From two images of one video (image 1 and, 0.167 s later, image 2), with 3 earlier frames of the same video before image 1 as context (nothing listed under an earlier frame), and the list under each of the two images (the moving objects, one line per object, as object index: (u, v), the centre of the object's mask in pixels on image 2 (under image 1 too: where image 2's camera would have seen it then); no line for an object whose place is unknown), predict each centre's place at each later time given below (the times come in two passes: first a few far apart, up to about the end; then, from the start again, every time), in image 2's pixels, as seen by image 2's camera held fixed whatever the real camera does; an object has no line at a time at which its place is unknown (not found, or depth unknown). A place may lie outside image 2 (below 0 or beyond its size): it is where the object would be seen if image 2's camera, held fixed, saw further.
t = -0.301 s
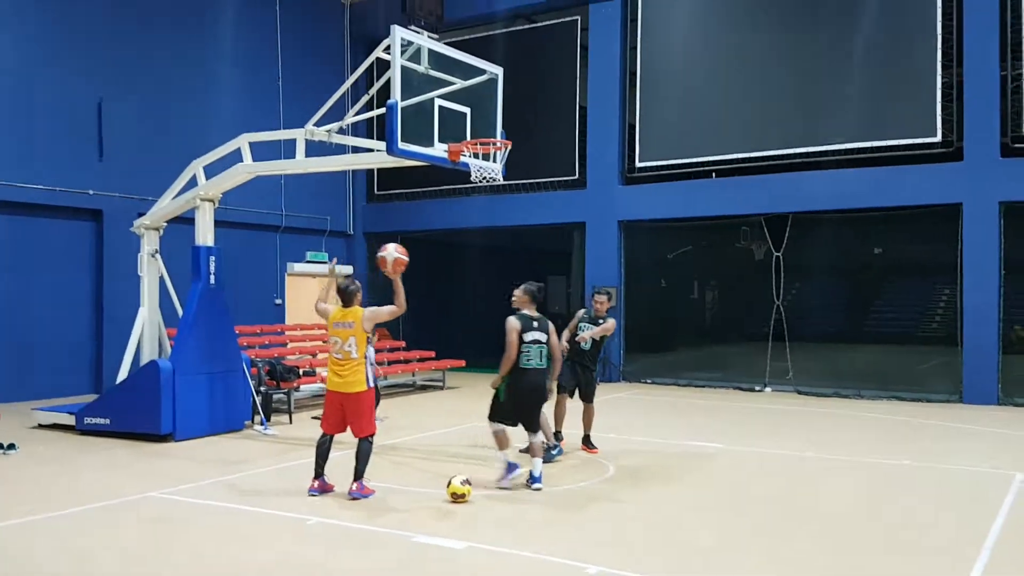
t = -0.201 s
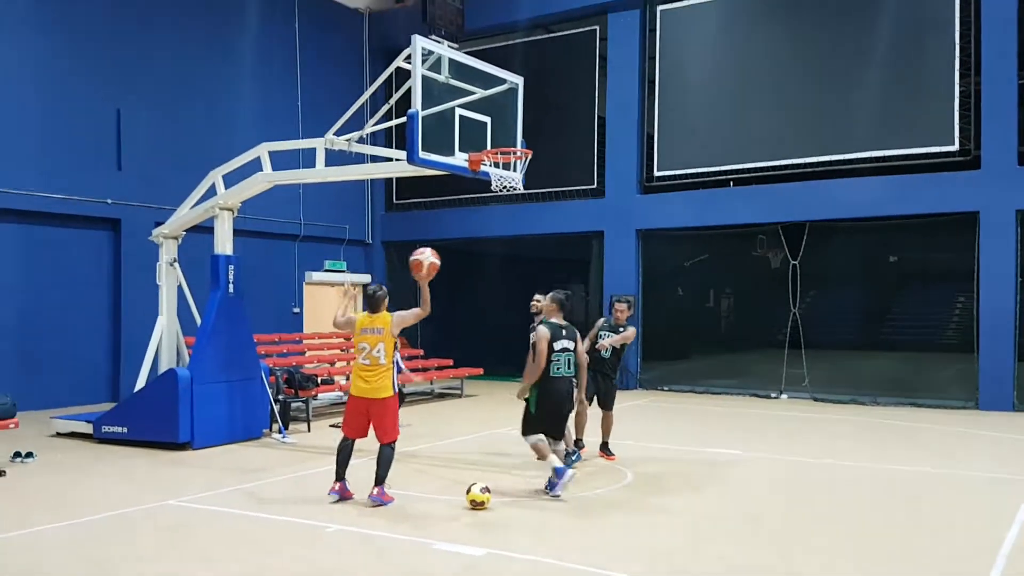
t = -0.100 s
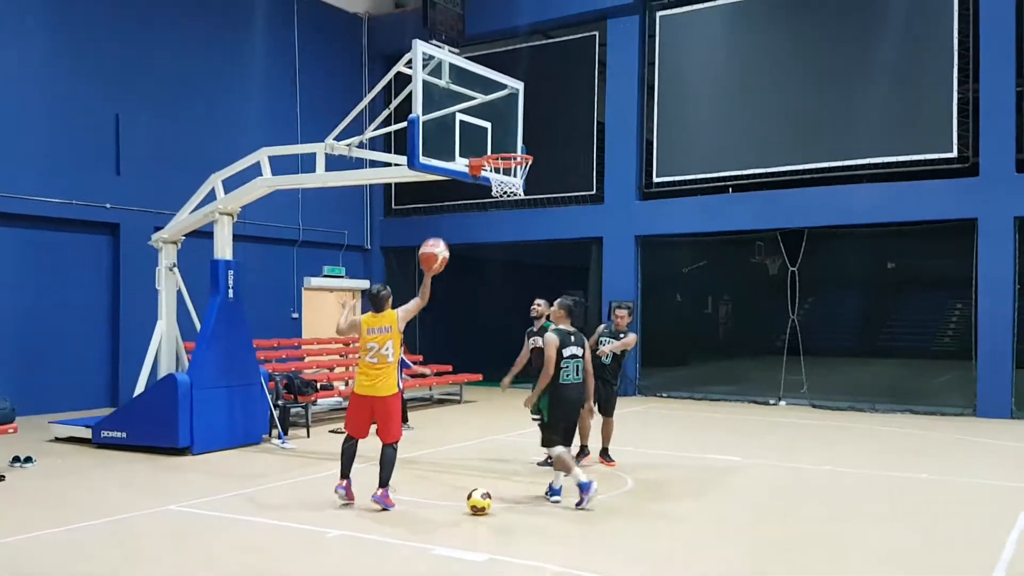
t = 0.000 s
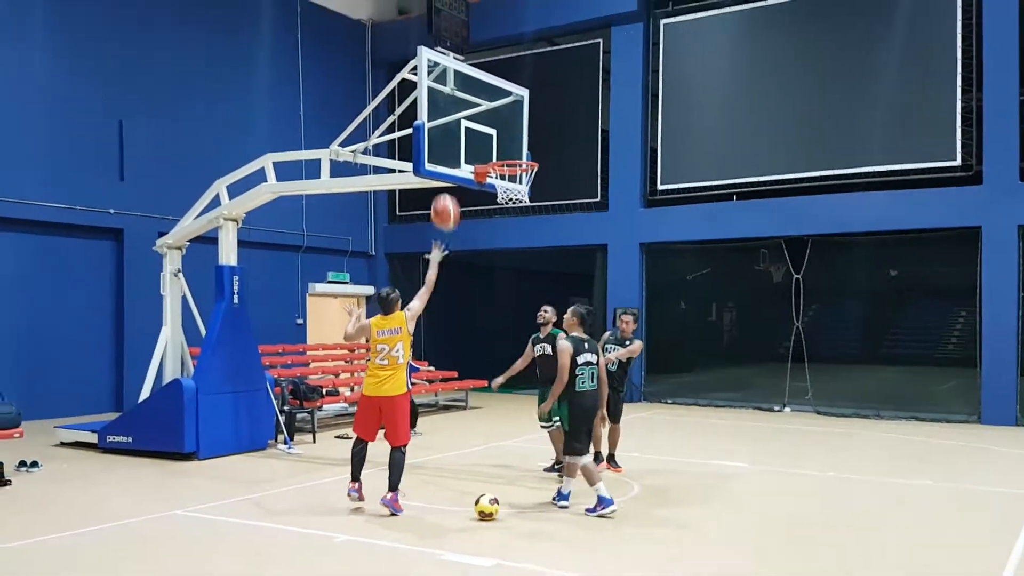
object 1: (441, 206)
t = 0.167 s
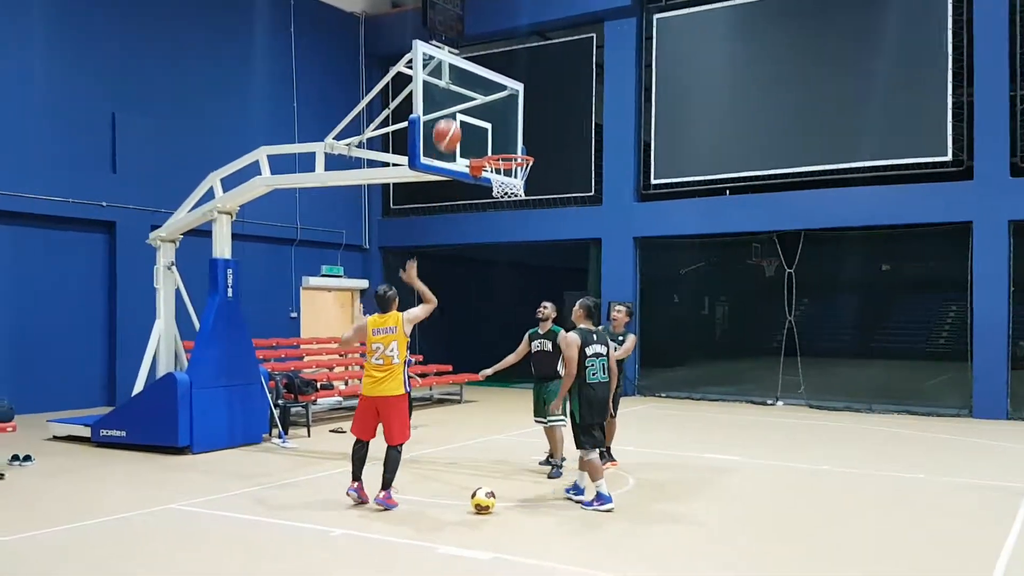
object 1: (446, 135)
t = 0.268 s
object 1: (454, 109)
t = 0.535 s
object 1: (479, 99)
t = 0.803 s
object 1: (521, 161)
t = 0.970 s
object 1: (498, 211)
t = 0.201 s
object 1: (449, 126)
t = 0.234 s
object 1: (452, 116)
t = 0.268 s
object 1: (454, 109)
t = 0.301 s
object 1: (455, 103)
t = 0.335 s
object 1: (456, 99)
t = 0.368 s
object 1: (456, 95)
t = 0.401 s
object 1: (456, 94)
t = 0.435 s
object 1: (461, 92)
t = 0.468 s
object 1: (468, 93)
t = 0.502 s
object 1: (474, 96)
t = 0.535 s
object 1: (479, 99)
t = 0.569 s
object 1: (484, 103)
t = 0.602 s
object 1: (490, 109)
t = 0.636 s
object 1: (497, 115)
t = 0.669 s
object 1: (502, 123)
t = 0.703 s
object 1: (508, 131)
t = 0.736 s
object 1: (512, 141)
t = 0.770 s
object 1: (518, 147)
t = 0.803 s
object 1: (521, 161)
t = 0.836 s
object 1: (517, 168)
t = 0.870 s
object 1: (513, 173)
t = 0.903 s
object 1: (506, 199)
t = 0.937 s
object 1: (502, 202)
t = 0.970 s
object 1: (498, 211)
